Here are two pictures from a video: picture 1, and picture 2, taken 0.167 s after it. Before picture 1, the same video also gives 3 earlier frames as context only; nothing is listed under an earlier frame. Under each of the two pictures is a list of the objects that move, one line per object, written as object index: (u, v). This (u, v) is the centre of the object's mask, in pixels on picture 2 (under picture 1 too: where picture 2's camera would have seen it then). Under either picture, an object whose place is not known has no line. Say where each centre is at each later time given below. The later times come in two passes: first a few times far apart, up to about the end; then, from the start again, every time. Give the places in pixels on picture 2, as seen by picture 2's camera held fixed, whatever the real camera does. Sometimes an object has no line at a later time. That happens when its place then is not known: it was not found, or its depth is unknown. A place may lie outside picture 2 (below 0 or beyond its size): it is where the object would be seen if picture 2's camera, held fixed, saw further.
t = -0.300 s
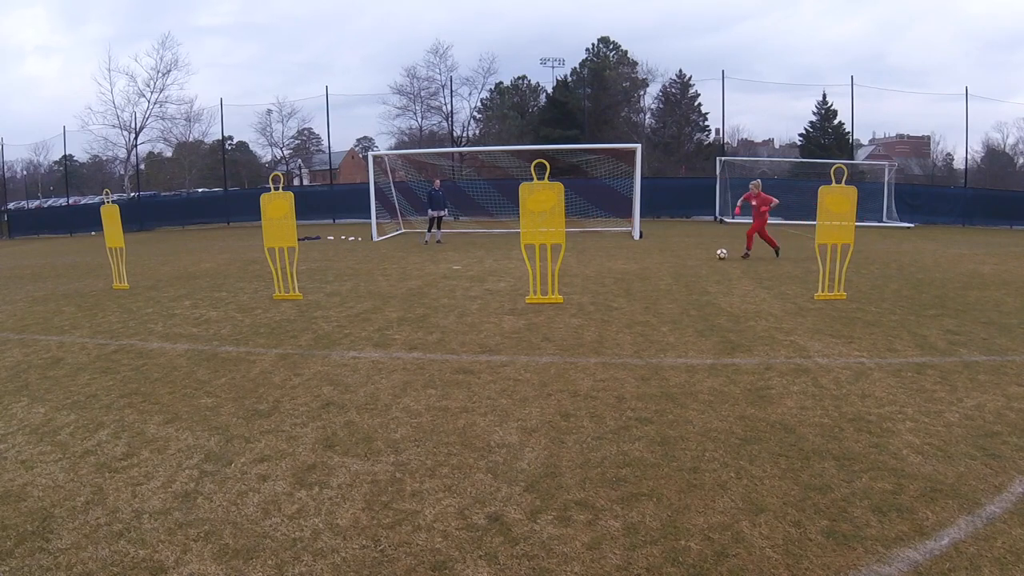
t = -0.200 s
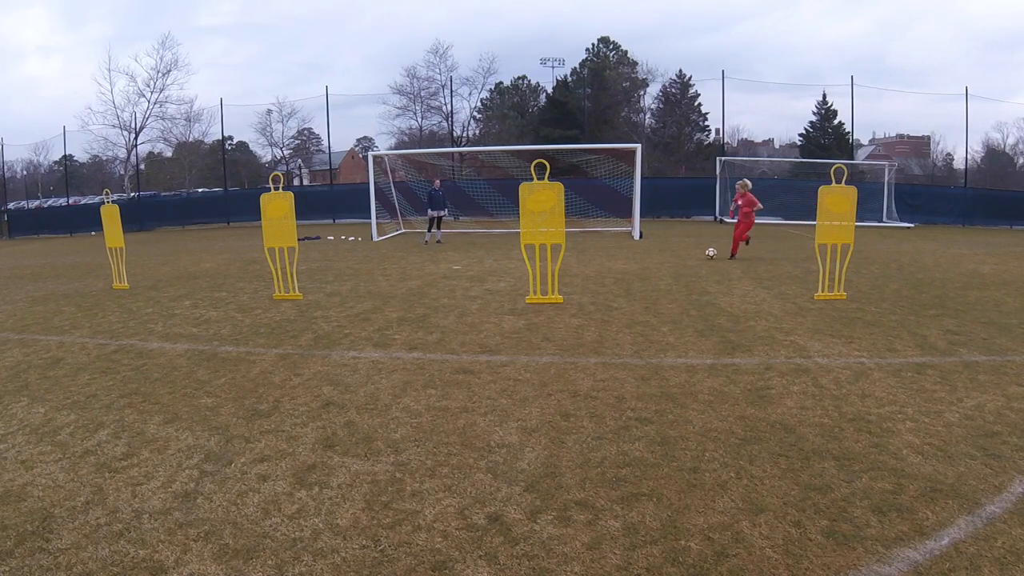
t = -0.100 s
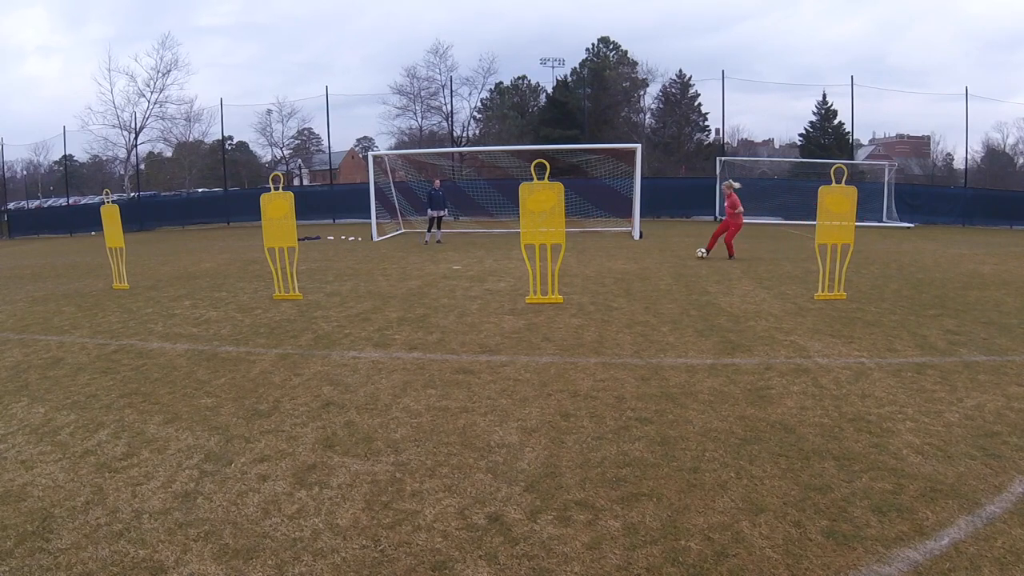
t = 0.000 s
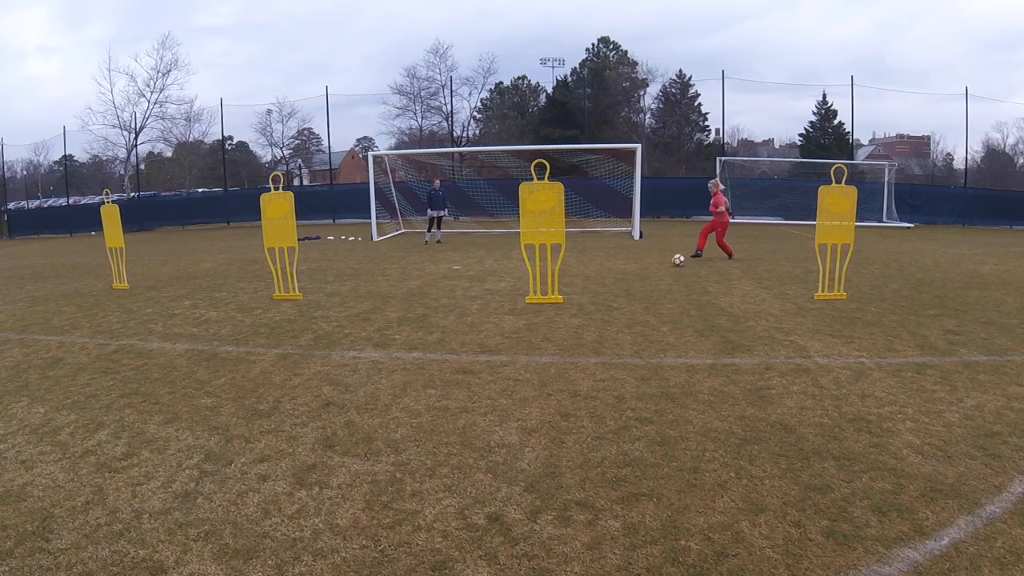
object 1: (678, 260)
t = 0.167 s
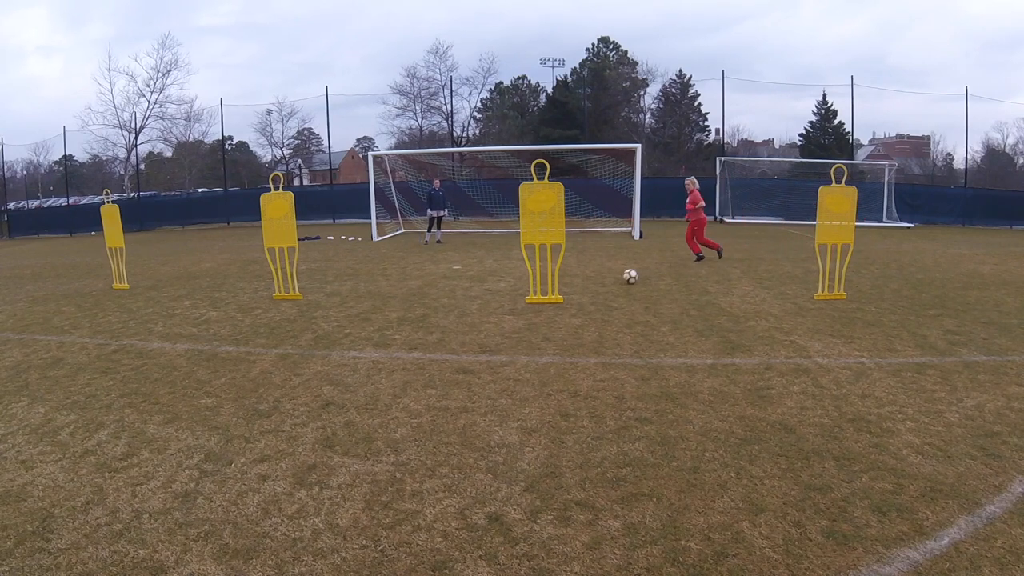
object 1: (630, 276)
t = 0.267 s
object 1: (594, 287)
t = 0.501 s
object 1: (478, 328)
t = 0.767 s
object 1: (256, 405)
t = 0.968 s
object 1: (23, 481)
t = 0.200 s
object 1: (619, 280)
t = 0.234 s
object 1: (607, 283)
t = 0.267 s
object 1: (594, 287)
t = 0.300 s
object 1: (581, 293)
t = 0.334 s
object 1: (567, 298)
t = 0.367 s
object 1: (551, 303)
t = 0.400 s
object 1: (534, 309)
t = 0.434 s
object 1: (517, 315)
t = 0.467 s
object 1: (498, 321)
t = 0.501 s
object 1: (478, 328)
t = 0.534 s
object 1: (456, 336)
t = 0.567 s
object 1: (433, 345)
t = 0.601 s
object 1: (408, 352)
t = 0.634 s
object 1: (382, 362)
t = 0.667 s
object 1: (353, 373)
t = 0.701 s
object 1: (322, 383)
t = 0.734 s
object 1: (290, 394)
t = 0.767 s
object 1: (256, 405)
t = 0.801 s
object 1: (220, 417)
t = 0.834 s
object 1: (183, 430)
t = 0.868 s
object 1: (144, 441)
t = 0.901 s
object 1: (104, 456)
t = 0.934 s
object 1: (63, 469)
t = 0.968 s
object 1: (23, 481)
